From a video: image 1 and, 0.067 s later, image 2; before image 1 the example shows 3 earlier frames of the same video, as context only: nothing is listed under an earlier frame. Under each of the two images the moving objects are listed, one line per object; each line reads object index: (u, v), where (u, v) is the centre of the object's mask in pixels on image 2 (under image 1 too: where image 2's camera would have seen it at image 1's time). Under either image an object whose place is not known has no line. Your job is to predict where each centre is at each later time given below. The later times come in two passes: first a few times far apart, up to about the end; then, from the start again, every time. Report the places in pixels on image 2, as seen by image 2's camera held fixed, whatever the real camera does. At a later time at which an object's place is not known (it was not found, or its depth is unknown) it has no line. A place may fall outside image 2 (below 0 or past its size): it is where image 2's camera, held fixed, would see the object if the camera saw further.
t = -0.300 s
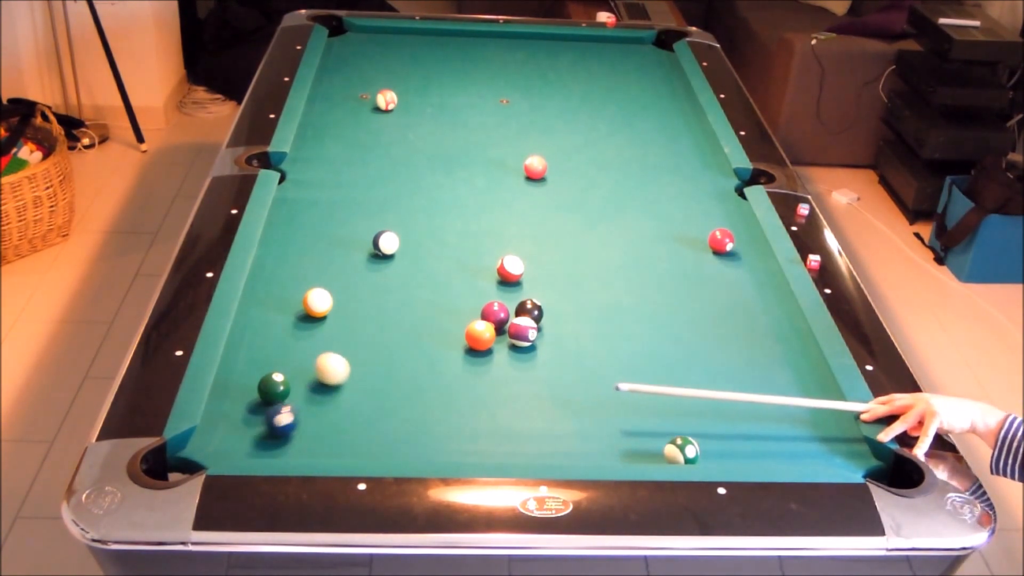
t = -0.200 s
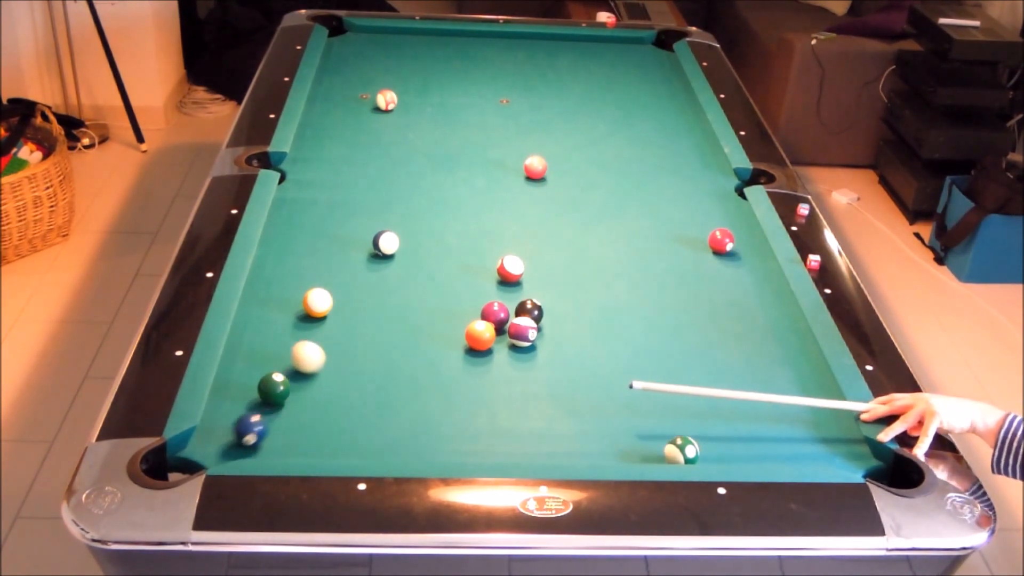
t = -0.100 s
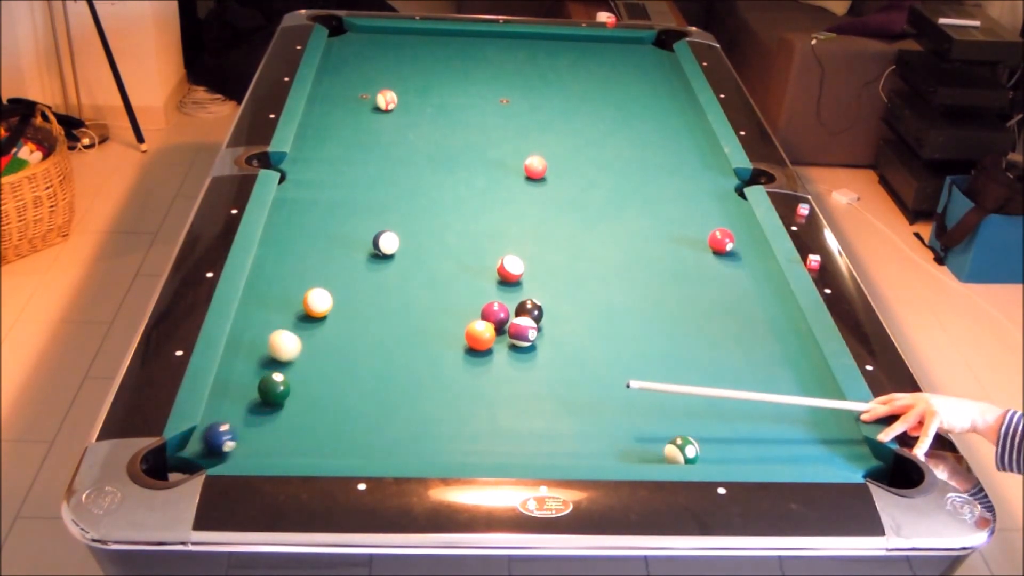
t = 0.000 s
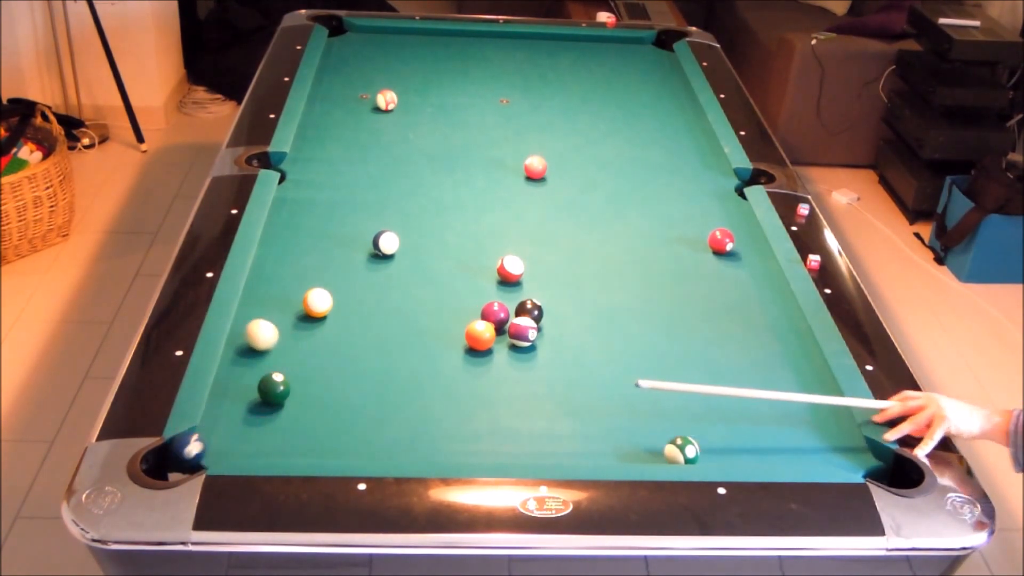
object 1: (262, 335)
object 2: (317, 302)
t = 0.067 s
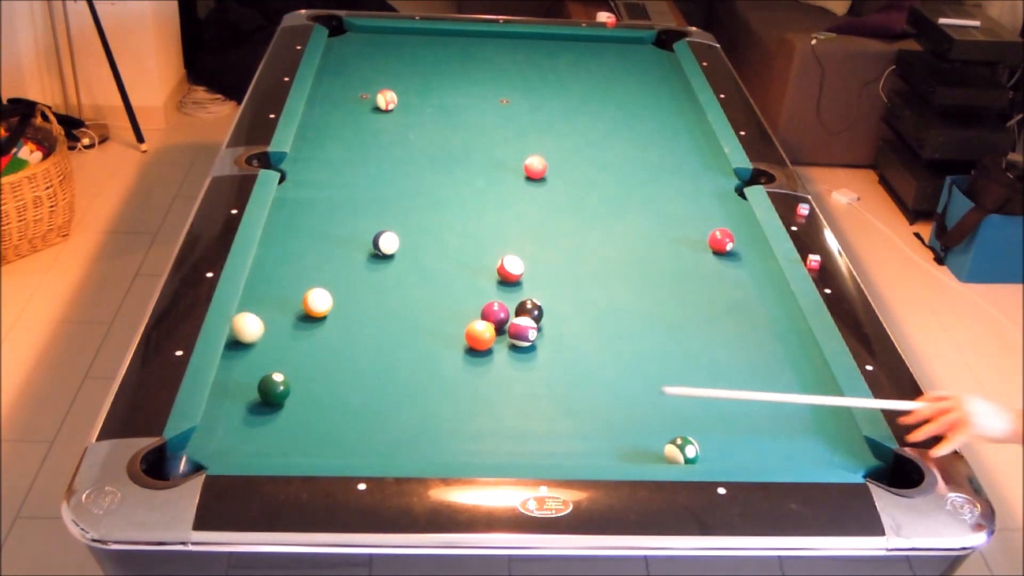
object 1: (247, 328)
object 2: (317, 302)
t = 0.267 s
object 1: (274, 316)
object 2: (317, 302)
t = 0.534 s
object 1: (293, 307)
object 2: (330, 298)
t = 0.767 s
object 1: (297, 304)
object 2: (347, 292)
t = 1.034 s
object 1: (302, 303)
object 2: (364, 287)
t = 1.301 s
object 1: (304, 302)
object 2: (378, 282)
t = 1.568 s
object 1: (303, 302)
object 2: (389, 279)
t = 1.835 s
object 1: (303, 302)
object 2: (397, 276)
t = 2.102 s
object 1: (303, 302)
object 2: (403, 275)
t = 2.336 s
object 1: (303, 302)
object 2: (406, 274)
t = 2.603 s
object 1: (303, 302)
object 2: (406, 274)
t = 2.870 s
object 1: (303, 302)
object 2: (406, 274)
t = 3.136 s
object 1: (303, 302)
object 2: (406, 273)
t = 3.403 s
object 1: (303, 302)
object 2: (406, 273)
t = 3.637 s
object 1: (303, 302)
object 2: (406, 274)
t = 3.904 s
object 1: (303, 302)
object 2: (406, 273)
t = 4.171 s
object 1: (303, 302)
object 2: (406, 273)
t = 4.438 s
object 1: (303, 302)
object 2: (406, 273)
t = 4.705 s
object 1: (303, 302)
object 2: (406, 273)
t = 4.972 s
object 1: (303, 302)
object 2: (406, 273)
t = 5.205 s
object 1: (303, 302)
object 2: (406, 273)
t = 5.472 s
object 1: (303, 302)
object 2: (406, 273)
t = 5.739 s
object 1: (303, 302)
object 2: (406, 273)
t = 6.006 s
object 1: (303, 302)
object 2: (406, 273)
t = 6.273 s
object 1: (303, 302)
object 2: (406, 273)
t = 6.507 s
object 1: (303, 302)
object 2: (406, 273)
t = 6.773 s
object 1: (303, 302)
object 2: (406, 273)
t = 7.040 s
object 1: (303, 302)
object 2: (406, 273)
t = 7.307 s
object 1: (303, 302)
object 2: (406, 274)
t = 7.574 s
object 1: (303, 302)
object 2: (406, 273)
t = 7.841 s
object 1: (303, 302)
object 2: (406, 273)
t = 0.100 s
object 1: (250, 325)
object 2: (317, 302)
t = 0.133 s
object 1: (255, 323)
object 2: (317, 302)
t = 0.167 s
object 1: (260, 321)
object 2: (317, 302)
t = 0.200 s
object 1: (265, 320)
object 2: (317, 302)
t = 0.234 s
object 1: (269, 318)
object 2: (317, 302)
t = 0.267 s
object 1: (274, 316)
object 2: (317, 302)
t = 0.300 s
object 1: (278, 314)
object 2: (317, 302)
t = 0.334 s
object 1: (283, 312)
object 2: (317, 302)
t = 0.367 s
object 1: (287, 310)
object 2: (317, 302)
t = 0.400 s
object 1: (290, 309)
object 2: (319, 302)
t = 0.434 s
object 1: (291, 309)
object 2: (322, 301)
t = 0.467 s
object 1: (291, 308)
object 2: (324, 300)
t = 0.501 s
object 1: (292, 308)
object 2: (327, 299)
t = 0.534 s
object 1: (293, 307)
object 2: (330, 298)
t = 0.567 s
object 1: (293, 306)
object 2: (333, 297)
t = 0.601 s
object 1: (294, 306)
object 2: (335, 296)
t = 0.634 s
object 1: (295, 306)
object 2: (338, 295)
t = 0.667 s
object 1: (296, 305)
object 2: (340, 294)
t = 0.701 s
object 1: (296, 305)
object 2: (343, 294)
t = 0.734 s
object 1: (297, 304)
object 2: (345, 293)
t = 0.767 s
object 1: (297, 304)
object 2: (347, 292)
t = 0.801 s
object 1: (298, 304)
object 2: (350, 292)
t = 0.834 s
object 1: (299, 304)
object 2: (352, 291)
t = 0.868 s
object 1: (299, 304)
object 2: (354, 290)
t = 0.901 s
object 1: (300, 303)
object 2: (356, 290)
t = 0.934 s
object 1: (300, 303)
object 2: (358, 289)
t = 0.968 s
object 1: (301, 303)
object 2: (360, 288)
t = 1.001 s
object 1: (301, 303)
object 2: (362, 288)
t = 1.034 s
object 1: (302, 303)
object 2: (364, 287)
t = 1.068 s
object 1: (302, 303)
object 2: (366, 286)
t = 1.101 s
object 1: (302, 303)
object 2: (368, 286)
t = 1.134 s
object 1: (302, 303)
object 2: (370, 285)
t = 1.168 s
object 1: (303, 302)
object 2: (371, 285)
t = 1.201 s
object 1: (303, 302)
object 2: (373, 284)
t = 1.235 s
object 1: (303, 302)
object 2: (375, 283)
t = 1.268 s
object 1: (303, 302)
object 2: (376, 283)
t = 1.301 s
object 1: (304, 302)
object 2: (378, 282)
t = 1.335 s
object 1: (304, 302)
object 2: (379, 282)
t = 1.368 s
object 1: (303, 302)
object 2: (381, 281)
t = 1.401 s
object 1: (304, 302)
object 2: (382, 281)
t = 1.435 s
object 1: (304, 302)
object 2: (384, 281)
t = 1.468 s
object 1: (304, 302)
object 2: (385, 280)
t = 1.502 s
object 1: (303, 302)
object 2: (386, 280)
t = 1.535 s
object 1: (303, 302)
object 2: (388, 279)
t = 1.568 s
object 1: (303, 302)
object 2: (389, 279)
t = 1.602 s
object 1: (303, 302)
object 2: (390, 278)
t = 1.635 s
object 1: (303, 302)
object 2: (392, 278)
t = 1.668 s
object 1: (303, 302)
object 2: (393, 278)
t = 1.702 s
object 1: (303, 302)
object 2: (394, 277)
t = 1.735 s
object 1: (303, 302)
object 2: (395, 277)
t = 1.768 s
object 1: (303, 302)
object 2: (395, 277)
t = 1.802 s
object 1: (303, 302)
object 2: (396, 277)
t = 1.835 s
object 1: (303, 302)
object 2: (397, 276)
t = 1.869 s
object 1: (303, 302)
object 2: (398, 276)
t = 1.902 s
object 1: (303, 302)
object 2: (399, 276)
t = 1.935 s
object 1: (303, 302)
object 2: (400, 276)
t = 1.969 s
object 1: (303, 302)
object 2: (401, 276)
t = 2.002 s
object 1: (303, 302)
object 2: (401, 275)
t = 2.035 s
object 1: (303, 302)
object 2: (402, 275)
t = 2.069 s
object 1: (303, 302)
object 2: (402, 275)
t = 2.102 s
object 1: (303, 302)
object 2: (403, 275)
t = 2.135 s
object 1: (303, 302)
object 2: (403, 275)
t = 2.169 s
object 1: (303, 302)
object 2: (404, 274)
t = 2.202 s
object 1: (303, 302)
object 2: (404, 275)
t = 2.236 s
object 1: (303, 302)
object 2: (405, 274)
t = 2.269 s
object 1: (303, 302)
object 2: (405, 274)
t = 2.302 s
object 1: (303, 302)
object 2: (406, 274)
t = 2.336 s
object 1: (303, 302)
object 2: (406, 274)
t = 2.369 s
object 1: (303, 302)
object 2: (406, 274)
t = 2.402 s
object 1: (303, 302)
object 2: (406, 274)
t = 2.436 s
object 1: (303, 302)
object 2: (406, 274)
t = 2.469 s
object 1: (303, 302)
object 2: (406, 274)
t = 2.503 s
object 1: (303, 302)
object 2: (406, 274)
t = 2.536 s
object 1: (303, 302)
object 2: (406, 274)
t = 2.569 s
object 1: (303, 302)
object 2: (406, 274)
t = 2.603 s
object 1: (303, 302)
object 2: (406, 274)
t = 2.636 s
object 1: (303, 302)
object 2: (406, 274)
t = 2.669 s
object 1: (303, 302)
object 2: (406, 273)
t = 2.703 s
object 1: (303, 302)
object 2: (406, 274)
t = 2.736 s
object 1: (303, 302)
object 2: (406, 274)
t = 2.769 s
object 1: (303, 302)
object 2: (406, 274)
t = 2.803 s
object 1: (303, 302)
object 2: (406, 274)
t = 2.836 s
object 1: (303, 302)
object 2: (406, 274)
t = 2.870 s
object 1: (303, 302)
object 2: (406, 274)
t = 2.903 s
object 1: (303, 302)
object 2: (406, 273)
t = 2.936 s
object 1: (303, 302)
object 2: (406, 273)
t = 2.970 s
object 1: (303, 302)
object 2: (406, 274)
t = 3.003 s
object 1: (303, 302)
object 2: (406, 274)
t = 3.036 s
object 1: (303, 302)
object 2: (406, 273)
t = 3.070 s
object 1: (303, 302)
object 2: (406, 273)
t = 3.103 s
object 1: (303, 302)
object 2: (406, 274)
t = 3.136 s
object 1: (303, 302)
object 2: (406, 273)
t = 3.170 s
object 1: (303, 302)
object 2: (406, 273)
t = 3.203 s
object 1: (303, 302)
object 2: (406, 273)
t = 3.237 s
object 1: (303, 302)
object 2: (406, 274)
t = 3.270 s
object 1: (303, 302)
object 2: (406, 273)
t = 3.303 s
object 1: (303, 302)
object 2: (406, 274)
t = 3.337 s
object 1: (303, 302)
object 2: (406, 274)
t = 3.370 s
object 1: (303, 302)
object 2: (406, 274)
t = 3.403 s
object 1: (303, 302)
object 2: (406, 273)
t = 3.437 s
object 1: (303, 302)
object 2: (406, 273)
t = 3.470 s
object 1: (303, 302)
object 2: (406, 273)
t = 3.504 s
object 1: (303, 302)
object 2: (406, 273)
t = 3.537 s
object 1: (303, 302)
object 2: (406, 273)
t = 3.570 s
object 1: (303, 302)
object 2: (406, 273)
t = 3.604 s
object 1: (303, 302)
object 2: (406, 274)
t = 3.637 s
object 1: (303, 302)
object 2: (406, 274)
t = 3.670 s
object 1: (303, 302)
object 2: (406, 274)
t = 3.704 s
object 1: (303, 302)
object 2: (406, 273)
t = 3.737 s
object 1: (303, 302)
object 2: (406, 273)
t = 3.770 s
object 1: (303, 302)
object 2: (406, 273)
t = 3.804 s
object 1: (303, 302)
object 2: (406, 273)
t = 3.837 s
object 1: (303, 302)
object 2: (406, 273)
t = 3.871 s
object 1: (303, 302)
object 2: (406, 273)
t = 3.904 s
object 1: (303, 302)
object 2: (406, 273)
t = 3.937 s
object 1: (303, 302)
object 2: (406, 273)
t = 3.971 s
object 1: (303, 302)
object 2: (406, 274)
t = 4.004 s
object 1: (303, 302)
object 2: (406, 274)
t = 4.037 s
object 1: (303, 302)
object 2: (406, 274)
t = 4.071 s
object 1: (303, 302)
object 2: (406, 273)
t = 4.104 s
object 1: (303, 302)
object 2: (406, 273)
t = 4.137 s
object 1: (303, 302)
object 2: (406, 273)
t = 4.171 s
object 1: (303, 302)
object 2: (406, 273)
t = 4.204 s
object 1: (303, 302)
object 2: (406, 273)
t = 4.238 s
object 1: (303, 302)
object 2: (406, 273)
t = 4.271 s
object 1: (303, 302)
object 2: (406, 273)
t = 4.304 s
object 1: (303, 302)
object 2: (406, 273)
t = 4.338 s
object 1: (303, 302)
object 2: (406, 273)
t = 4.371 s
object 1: (303, 302)
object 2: (406, 273)
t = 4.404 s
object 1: (303, 302)
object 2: (406, 273)
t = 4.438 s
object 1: (303, 302)
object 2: (406, 273)
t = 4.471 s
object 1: (303, 302)
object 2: (406, 274)
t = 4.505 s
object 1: (303, 302)
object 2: (406, 274)
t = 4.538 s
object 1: (303, 302)
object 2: (406, 274)
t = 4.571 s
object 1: (303, 302)
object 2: (406, 273)
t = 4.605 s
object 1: (303, 302)
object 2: (406, 273)
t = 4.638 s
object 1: (303, 302)
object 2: (406, 273)
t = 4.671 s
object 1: (303, 302)
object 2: (406, 273)
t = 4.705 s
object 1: (303, 302)
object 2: (406, 273)
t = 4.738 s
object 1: (303, 302)
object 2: (406, 273)
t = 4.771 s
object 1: (303, 302)
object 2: (406, 273)
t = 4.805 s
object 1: (303, 302)
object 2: (406, 273)
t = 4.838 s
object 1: (303, 302)
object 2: (406, 273)
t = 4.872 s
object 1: (303, 302)
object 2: (406, 273)
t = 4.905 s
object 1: (303, 302)
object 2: (406, 274)
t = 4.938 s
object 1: (303, 302)
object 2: (406, 273)
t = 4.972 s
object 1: (303, 302)
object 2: (406, 273)
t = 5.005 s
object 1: (303, 302)
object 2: (406, 274)
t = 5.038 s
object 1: (303, 302)
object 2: (406, 273)
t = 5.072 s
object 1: (303, 302)
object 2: (406, 273)
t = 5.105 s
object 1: (303, 302)
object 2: (406, 273)
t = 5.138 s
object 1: (303, 302)
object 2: (406, 273)
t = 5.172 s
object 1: (303, 302)
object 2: (406, 273)
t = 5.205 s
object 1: (303, 302)
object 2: (406, 273)
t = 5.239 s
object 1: (303, 302)
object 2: (406, 274)
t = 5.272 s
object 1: (303, 302)
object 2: (406, 274)
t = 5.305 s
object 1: (303, 302)
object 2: (406, 273)
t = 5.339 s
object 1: (303, 302)
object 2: (406, 273)
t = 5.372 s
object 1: (303, 302)
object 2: (406, 273)
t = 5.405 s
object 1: (303, 302)
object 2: (406, 273)
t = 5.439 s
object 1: (303, 302)
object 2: (406, 273)
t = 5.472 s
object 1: (303, 302)
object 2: (406, 273)
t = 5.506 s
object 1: (303, 302)
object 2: (406, 274)
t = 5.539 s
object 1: (303, 302)
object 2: (406, 274)
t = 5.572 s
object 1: (303, 302)
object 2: (406, 273)
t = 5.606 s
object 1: (303, 302)
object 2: (406, 273)
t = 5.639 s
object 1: (303, 302)
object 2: (406, 273)
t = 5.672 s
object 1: (303, 302)
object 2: (406, 273)
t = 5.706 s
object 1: (303, 302)
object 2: (406, 273)
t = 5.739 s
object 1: (303, 302)
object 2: (406, 273)
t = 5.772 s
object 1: (303, 302)
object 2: (406, 274)
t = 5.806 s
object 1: (303, 302)
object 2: (406, 274)
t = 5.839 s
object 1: (303, 302)
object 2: (406, 274)
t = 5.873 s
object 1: (303, 302)
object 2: (406, 273)
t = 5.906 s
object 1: (303, 302)
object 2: (406, 273)
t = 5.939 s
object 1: (303, 302)
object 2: (406, 273)
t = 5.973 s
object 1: (303, 302)
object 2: (406, 273)
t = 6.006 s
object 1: (303, 302)
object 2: (406, 273)
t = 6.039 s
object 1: (303, 302)
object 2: (406, 273)
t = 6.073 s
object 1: (303, 302)
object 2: (406, 274)
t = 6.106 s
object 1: (303, 302)
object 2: (406, 273)
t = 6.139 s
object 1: (303, 302)
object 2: (406, 273)
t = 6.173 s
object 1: (303, 302)
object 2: (406, 274)
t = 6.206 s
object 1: (303, 302)
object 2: (406, 274)
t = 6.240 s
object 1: (303, 302)
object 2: (406, 274)
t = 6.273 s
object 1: (303, 302)
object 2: (406, 273)
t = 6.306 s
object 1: (303, 302)
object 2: (406, 273)
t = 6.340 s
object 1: (303, 302)
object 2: (406, 273)
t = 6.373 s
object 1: (303, 302)
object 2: (406, 273)
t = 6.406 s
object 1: (303, 302)
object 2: (406, 273)
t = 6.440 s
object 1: (303, 302)
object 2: (406, 273)
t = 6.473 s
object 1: (303, 302)
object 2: (406, 273)
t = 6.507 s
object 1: (303, 302)
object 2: (406, 273)
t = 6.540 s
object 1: (303, 302)
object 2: (406, 273)
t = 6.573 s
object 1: (303, 302)
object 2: (406, 273)
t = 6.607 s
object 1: (303, 302)
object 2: (406, 273)
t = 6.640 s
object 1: (303, 302)
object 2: (406, 273)
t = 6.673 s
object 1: (303, 302)
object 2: (406, 273)
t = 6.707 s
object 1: (303, 302)
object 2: (406, 273)
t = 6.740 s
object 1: (303, 302)
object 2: (406, 273)
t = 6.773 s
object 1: (303, 302)
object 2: (406, 273)
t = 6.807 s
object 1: (303, 302)
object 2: (406, 273)
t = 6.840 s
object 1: (303, 302)
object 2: (406, 273)
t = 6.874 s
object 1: (303, 302)
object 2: (406, 273)
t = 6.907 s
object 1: (303, 302)
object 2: (406, 273)
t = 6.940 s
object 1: (303, 302)
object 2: (406, 273)
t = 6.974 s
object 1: (303, 302)
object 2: (406, 273)
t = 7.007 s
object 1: (303, 302)
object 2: (406, 273)
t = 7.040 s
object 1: (303, 302)
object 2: (406, 273)
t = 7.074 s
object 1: (303, 302)
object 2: (406, 273)
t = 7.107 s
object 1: (303, 302)
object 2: (406, 273)
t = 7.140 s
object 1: (303, 302)
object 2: (406, 273)
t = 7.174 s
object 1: (303, 302)
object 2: (406, 273)
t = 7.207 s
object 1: (303, 302)
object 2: (406, 273)
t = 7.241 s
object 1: (303, 302)
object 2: (406, 273)
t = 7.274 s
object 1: (303, 302)
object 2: (406, 273)
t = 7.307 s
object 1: (303, 302)
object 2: (406, 274)
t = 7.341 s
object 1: (303, 302)
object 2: (406, 273)
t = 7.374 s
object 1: (303, 302)
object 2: (406, 274)
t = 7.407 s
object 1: (303, 302)
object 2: (406, 273)
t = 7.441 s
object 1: (303, 302)
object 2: (406, 273)
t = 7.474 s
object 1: (303, 302)
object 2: (406, 273)
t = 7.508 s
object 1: (303, 302)
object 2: (406, 273)
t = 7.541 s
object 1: (303, 302)
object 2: (406, 273)
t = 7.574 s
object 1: (303, 302)
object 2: (406, 273)
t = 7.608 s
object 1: (303, 302)
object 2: (406, 273)
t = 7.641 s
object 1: (303, 302)
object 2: (406, 273)
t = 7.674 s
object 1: (303, 302)
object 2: (406, 274)
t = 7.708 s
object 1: (303, 302)
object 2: (406, 273)
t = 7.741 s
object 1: (303, 302)
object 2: (406, 273)
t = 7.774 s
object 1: (303, 302)
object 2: (406, 273)
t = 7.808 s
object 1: (303, 302)
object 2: (406, 273)
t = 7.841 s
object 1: (303, 302)
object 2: (406, 273)
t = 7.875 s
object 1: (303, 302)
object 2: (406, 273)
